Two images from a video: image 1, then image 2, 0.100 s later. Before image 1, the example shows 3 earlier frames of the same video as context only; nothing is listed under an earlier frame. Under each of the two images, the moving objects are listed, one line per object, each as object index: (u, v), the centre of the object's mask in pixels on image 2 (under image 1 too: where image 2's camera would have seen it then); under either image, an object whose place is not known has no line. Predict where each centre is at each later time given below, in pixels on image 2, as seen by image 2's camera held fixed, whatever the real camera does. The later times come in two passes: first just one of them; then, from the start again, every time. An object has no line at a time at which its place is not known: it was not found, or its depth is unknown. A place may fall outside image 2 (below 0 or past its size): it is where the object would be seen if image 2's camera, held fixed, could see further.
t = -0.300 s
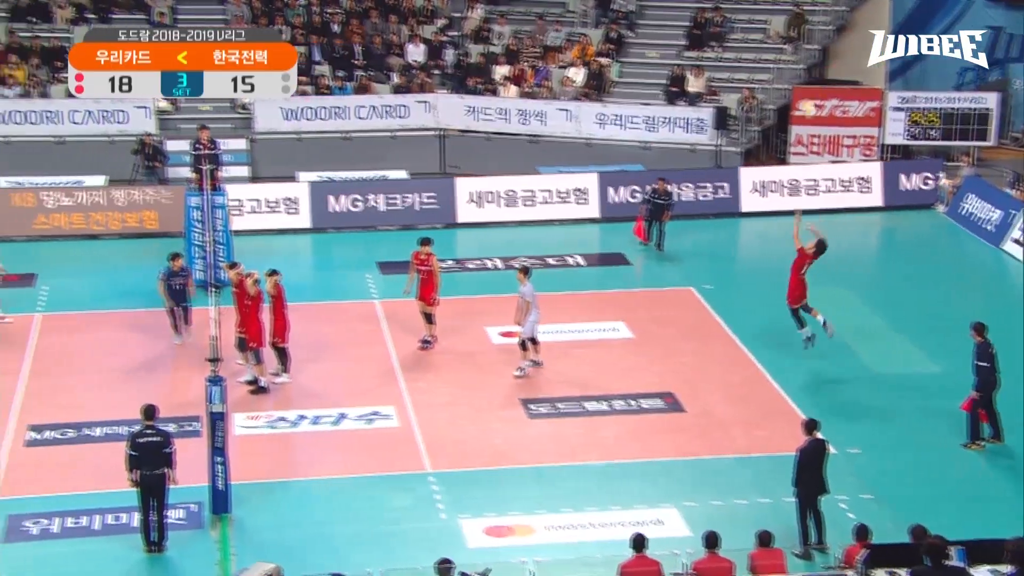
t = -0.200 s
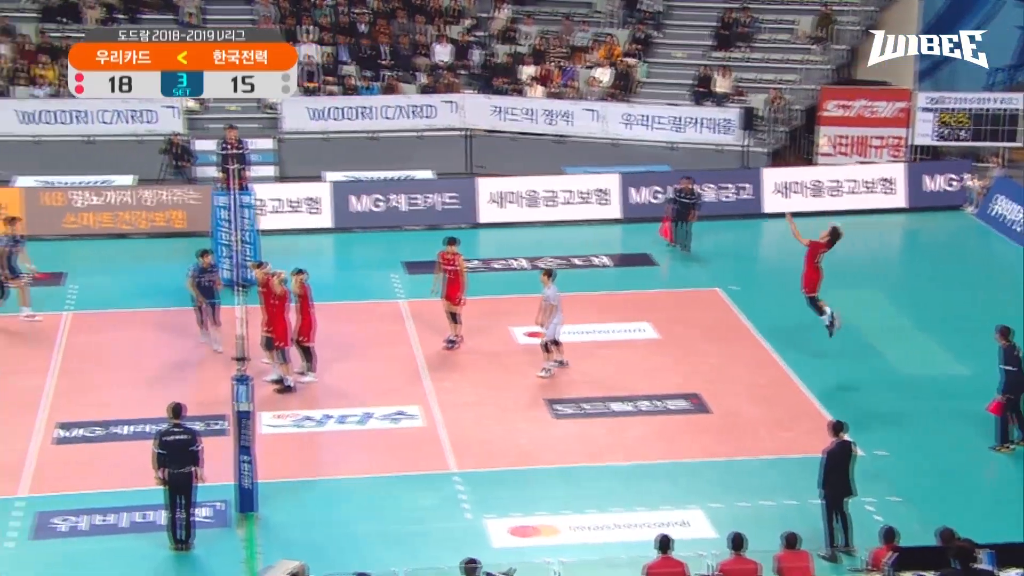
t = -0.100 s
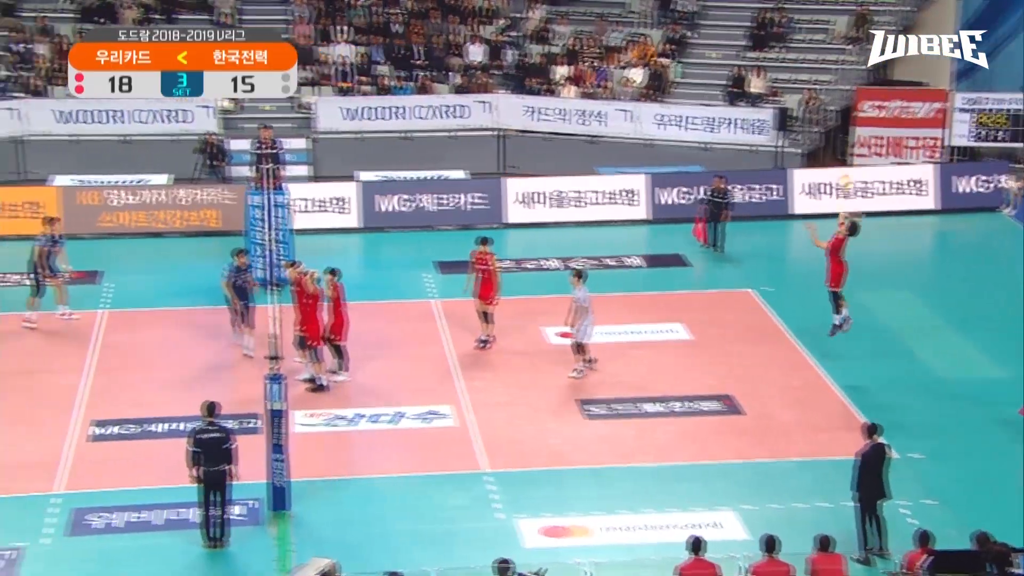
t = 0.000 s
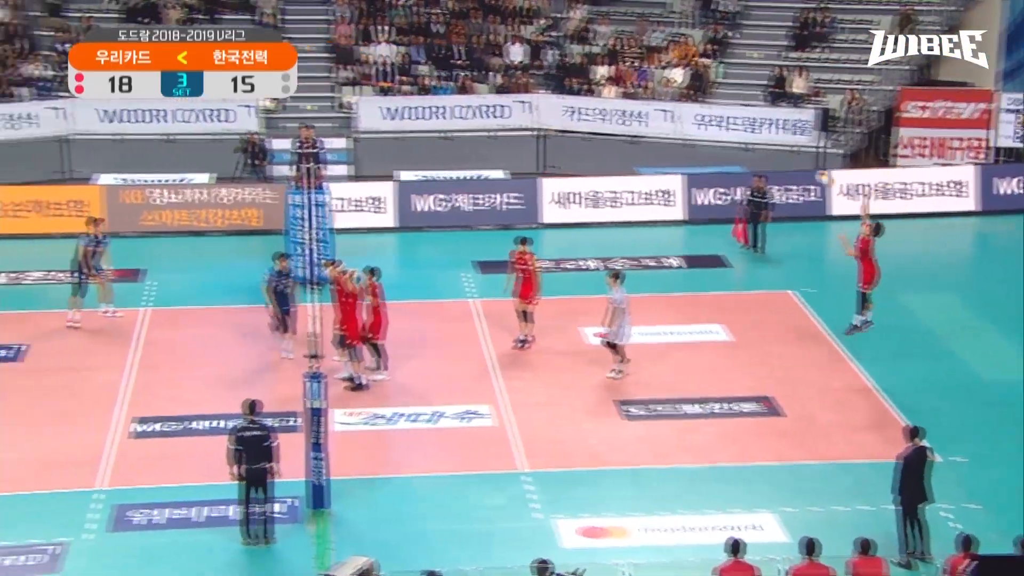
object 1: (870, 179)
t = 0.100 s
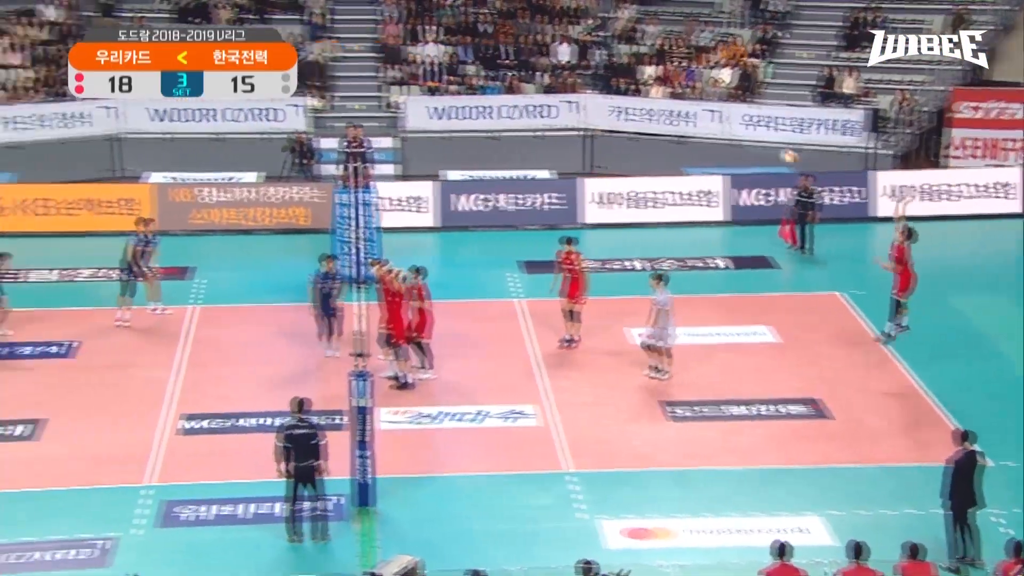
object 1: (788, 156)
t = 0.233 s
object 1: (683, 139)
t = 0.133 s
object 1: (761, 150)
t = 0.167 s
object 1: (735, 146)
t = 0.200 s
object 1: (709, 142)
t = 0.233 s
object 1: (683, 139)
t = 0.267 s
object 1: (657, 137)
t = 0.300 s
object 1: (632, 136)
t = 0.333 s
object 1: (609, 134)
